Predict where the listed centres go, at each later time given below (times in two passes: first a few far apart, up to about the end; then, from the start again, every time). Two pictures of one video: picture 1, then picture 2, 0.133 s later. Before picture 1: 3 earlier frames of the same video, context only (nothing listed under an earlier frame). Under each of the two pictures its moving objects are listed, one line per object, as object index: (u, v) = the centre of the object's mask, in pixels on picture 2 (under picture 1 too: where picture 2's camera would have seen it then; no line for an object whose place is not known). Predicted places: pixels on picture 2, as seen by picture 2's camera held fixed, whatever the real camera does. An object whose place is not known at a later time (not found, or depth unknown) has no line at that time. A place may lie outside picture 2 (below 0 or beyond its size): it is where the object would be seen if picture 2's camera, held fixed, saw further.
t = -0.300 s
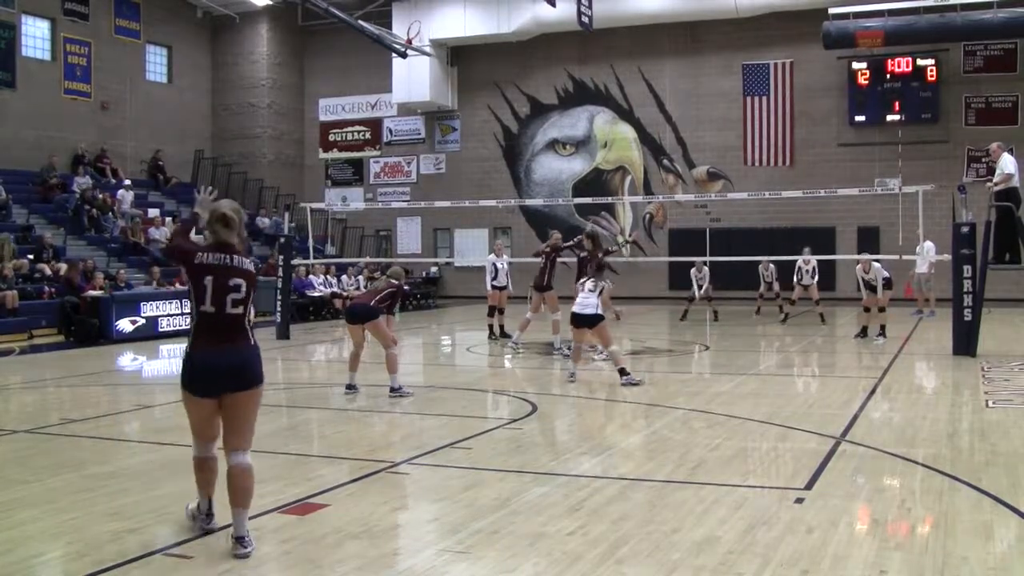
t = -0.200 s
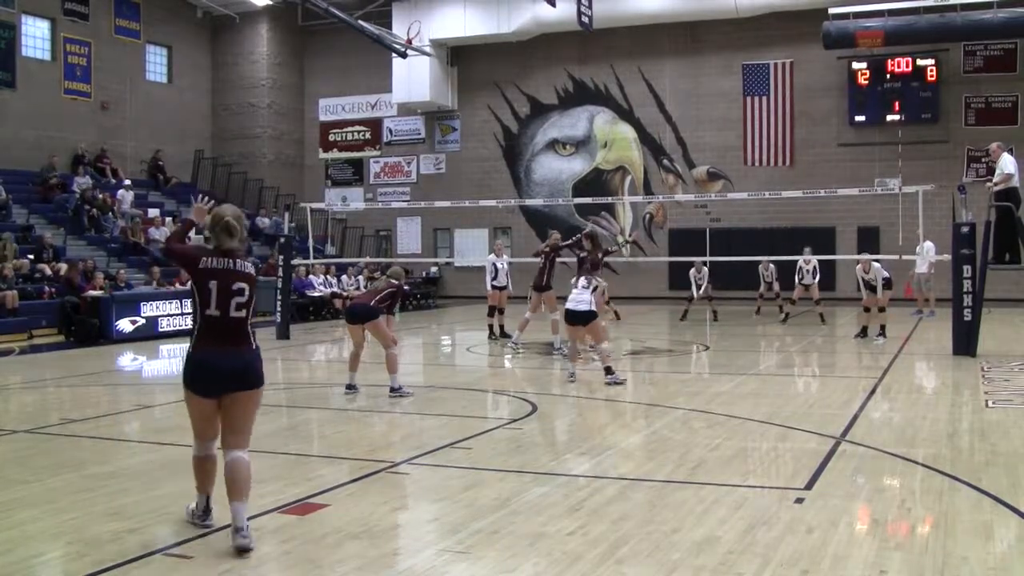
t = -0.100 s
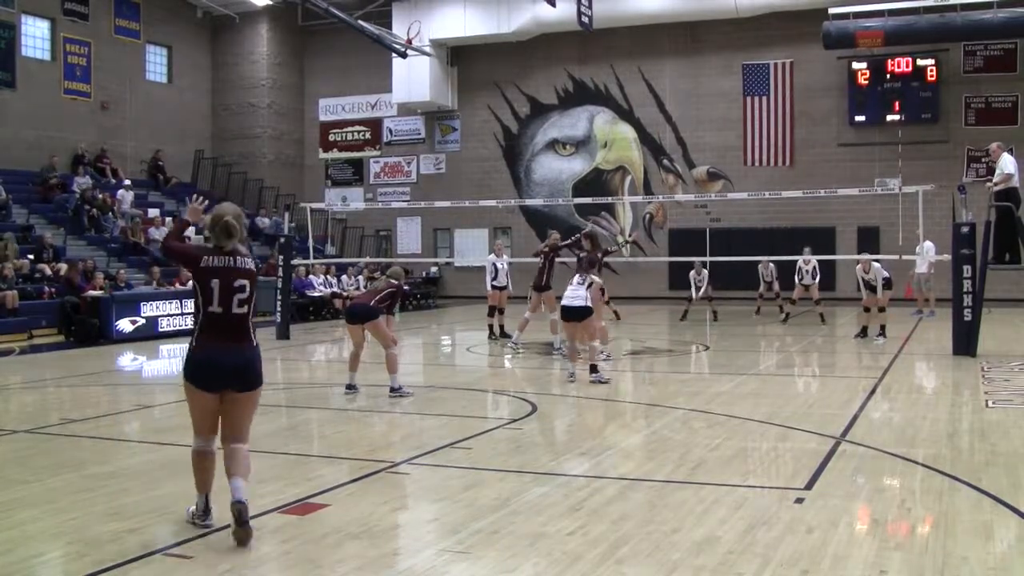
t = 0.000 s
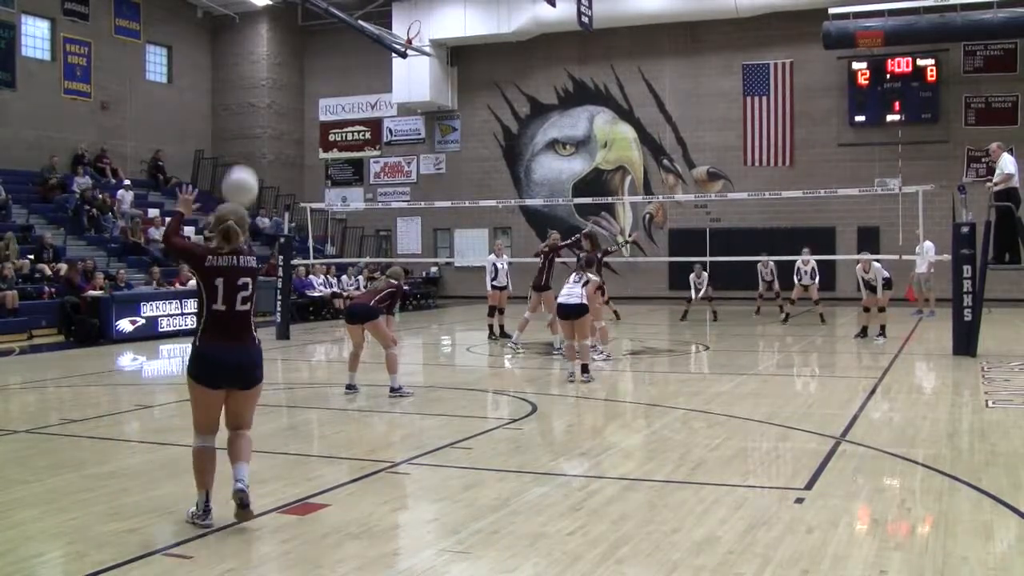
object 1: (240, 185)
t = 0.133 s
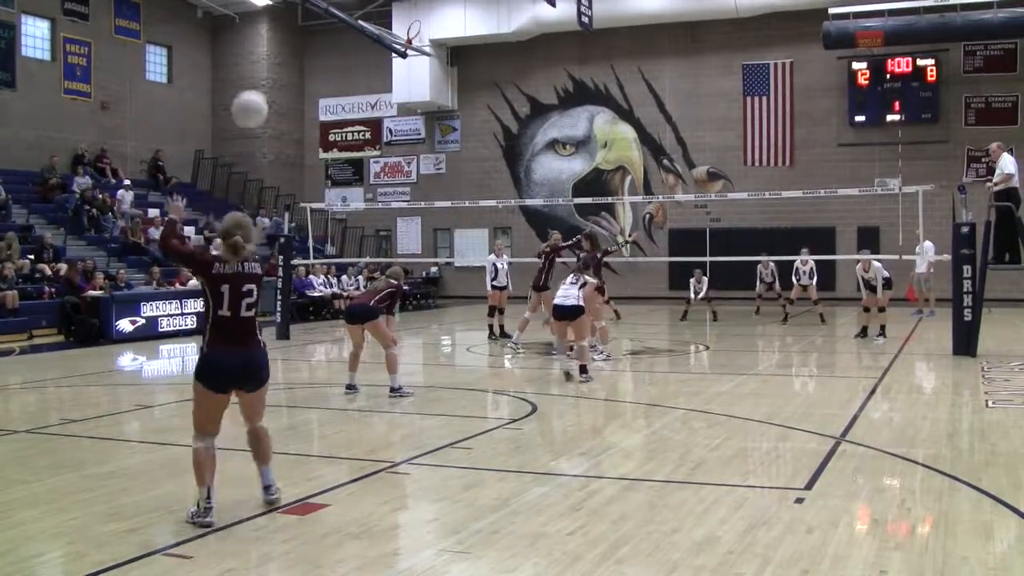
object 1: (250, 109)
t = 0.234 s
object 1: (257, 72)
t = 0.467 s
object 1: (273, 48)
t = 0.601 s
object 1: (280, 72)
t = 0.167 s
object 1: (252, 95)
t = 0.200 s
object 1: (254, 83)
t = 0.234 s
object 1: (257, 72)
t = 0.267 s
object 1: (259, 63)
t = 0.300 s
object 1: (262, 55)
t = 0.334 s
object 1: (265, 50)
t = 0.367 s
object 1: (267, 47)
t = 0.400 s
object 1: (268, 46)
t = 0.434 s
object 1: (271, 46)
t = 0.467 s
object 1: (273, 48)
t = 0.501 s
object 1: (275, 51)
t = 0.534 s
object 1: (277, 57)
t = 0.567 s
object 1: (280, 63)
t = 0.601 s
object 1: (280, 72)
